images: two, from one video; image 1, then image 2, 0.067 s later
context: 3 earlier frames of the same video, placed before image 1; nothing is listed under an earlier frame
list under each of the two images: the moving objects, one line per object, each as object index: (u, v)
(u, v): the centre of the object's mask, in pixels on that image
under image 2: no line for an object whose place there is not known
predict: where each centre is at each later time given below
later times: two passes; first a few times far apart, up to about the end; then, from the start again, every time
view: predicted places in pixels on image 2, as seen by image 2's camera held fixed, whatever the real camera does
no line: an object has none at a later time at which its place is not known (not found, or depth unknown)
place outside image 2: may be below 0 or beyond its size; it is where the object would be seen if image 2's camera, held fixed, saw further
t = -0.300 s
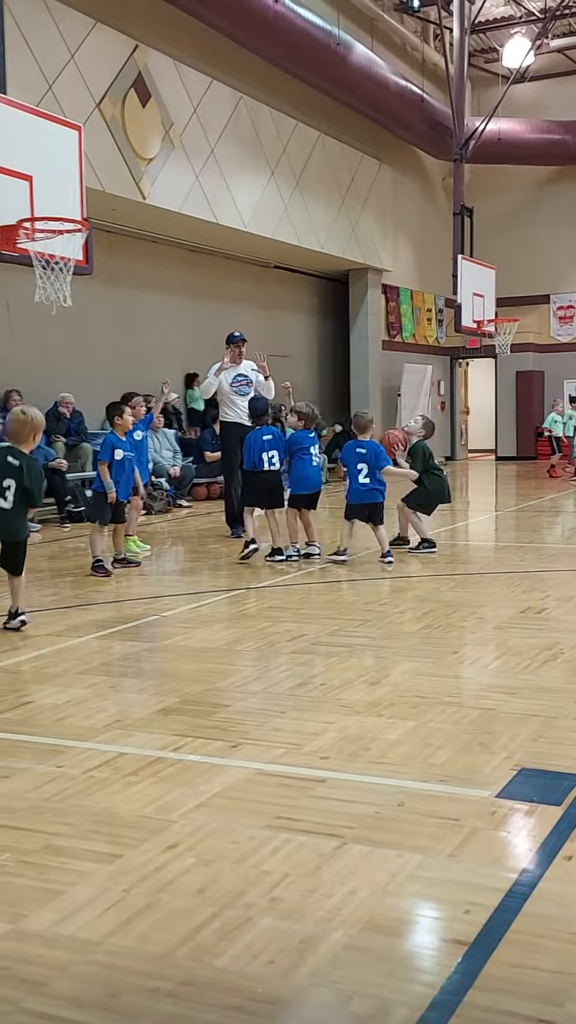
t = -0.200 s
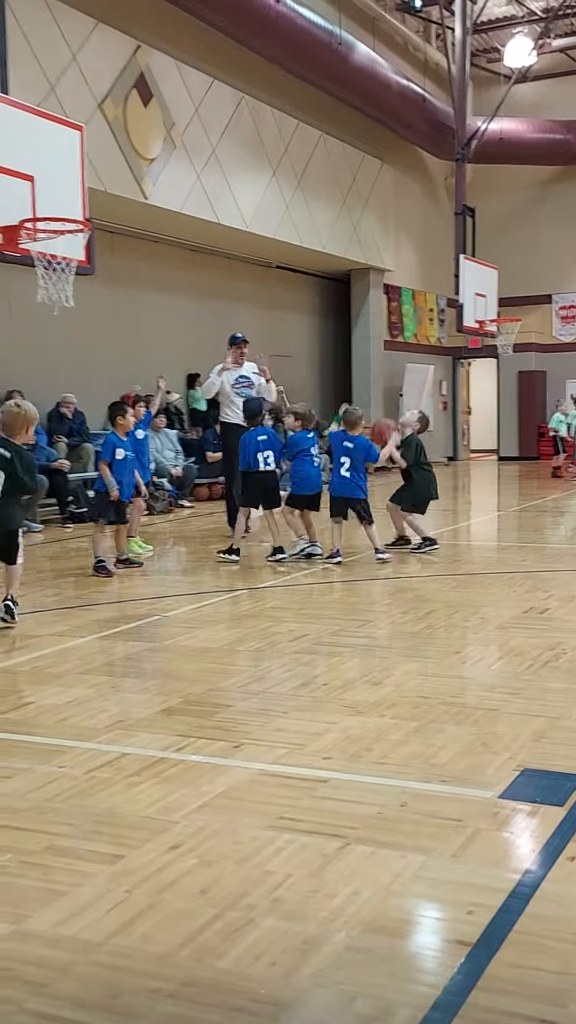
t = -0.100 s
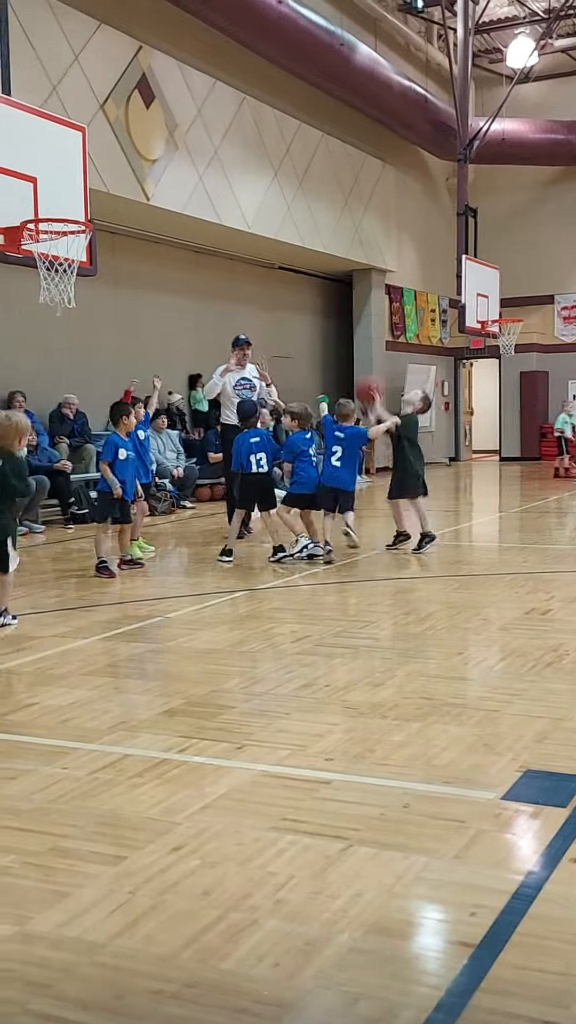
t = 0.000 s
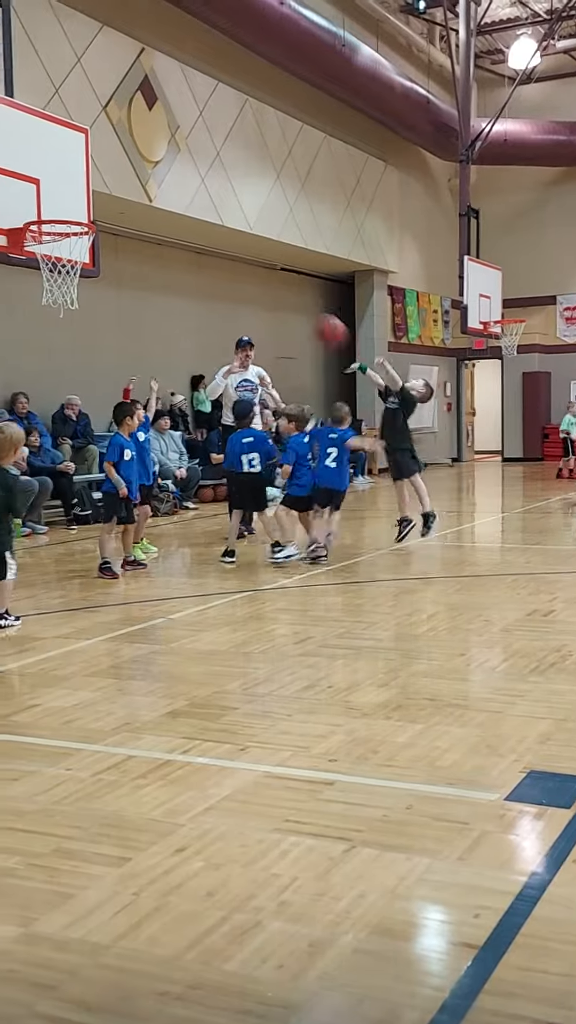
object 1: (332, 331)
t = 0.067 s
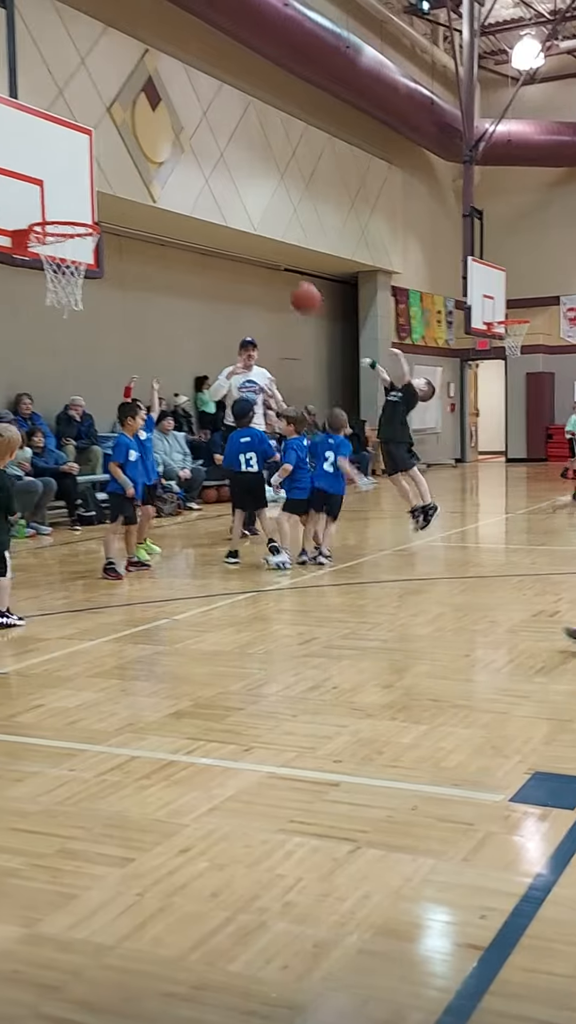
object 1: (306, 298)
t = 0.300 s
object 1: (205, 225)
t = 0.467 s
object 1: (135, 217)
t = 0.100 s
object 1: (290, 283)
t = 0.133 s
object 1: (277, 270)
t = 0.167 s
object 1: (263, 258)
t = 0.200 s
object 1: (247, 250)
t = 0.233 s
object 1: (234, 239)
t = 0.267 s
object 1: (220, 231)
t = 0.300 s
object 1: (205, 225)
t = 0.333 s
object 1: (192, 220)
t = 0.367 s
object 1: (178, 217)
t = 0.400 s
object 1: (164, 215)
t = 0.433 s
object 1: (150, 215)
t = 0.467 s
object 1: (135, 217)
